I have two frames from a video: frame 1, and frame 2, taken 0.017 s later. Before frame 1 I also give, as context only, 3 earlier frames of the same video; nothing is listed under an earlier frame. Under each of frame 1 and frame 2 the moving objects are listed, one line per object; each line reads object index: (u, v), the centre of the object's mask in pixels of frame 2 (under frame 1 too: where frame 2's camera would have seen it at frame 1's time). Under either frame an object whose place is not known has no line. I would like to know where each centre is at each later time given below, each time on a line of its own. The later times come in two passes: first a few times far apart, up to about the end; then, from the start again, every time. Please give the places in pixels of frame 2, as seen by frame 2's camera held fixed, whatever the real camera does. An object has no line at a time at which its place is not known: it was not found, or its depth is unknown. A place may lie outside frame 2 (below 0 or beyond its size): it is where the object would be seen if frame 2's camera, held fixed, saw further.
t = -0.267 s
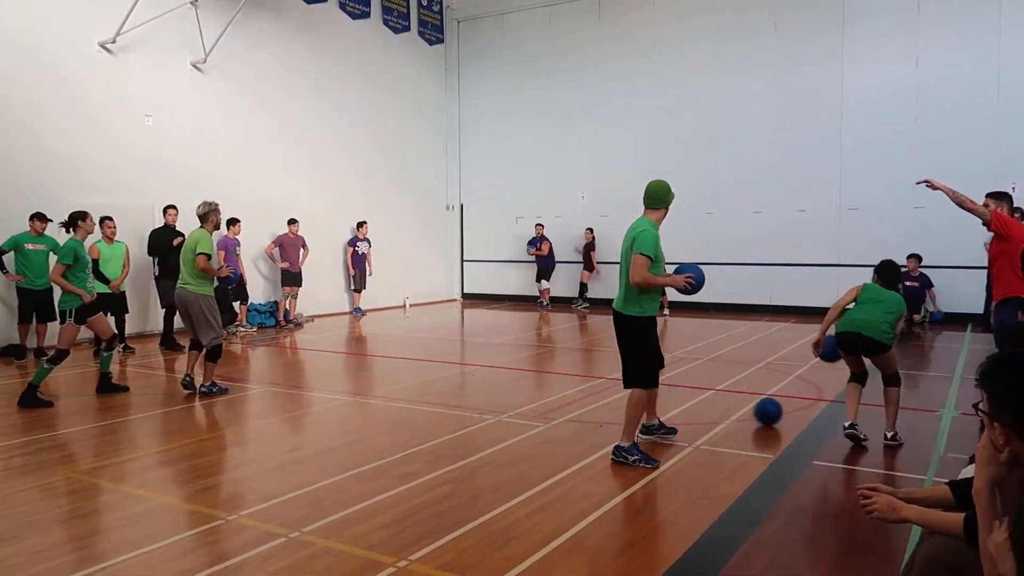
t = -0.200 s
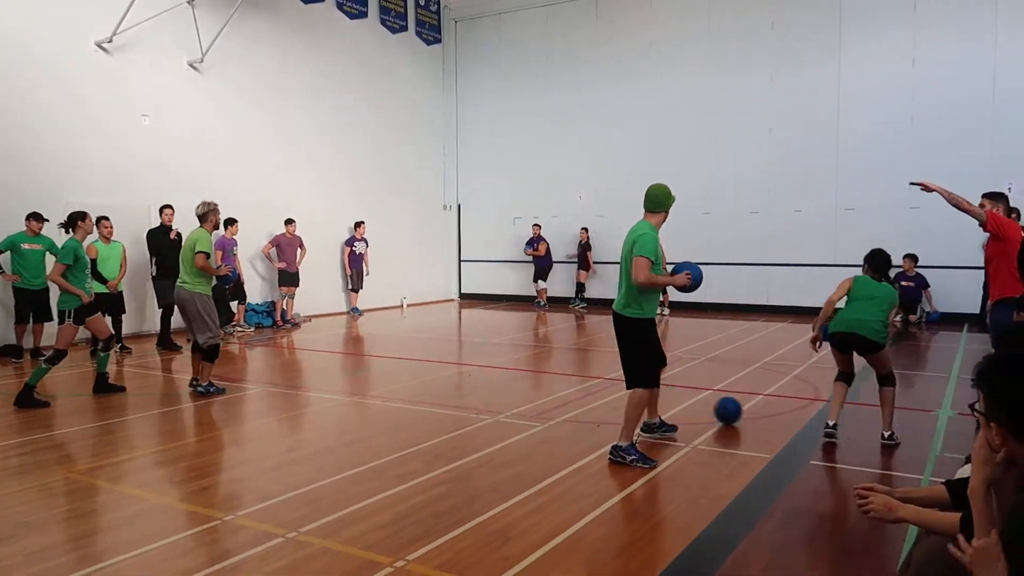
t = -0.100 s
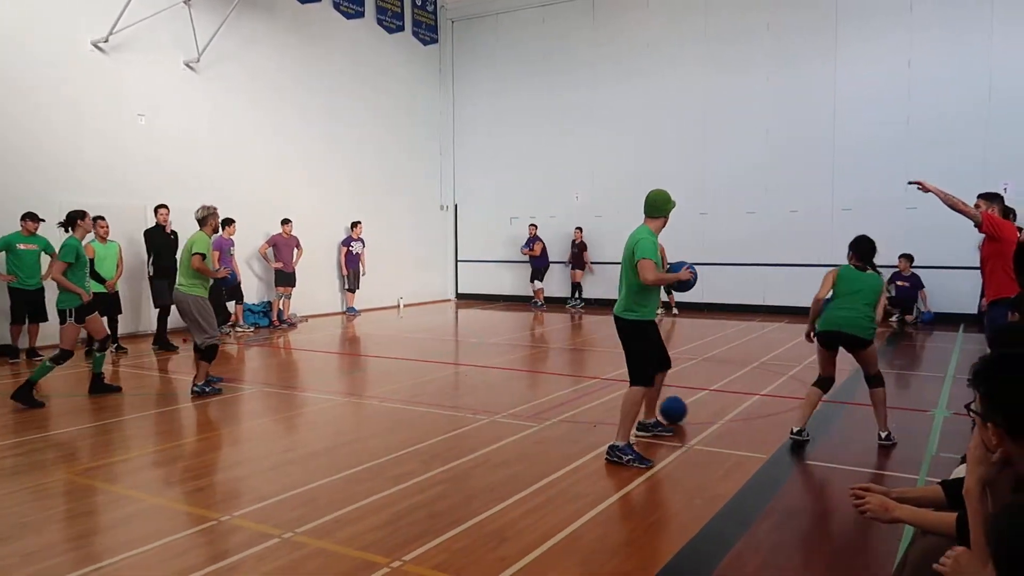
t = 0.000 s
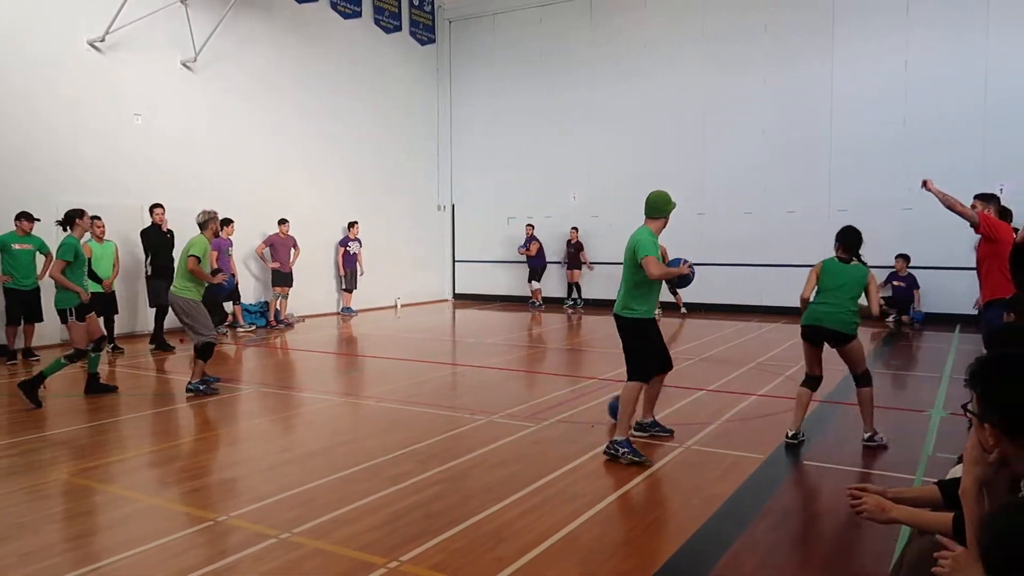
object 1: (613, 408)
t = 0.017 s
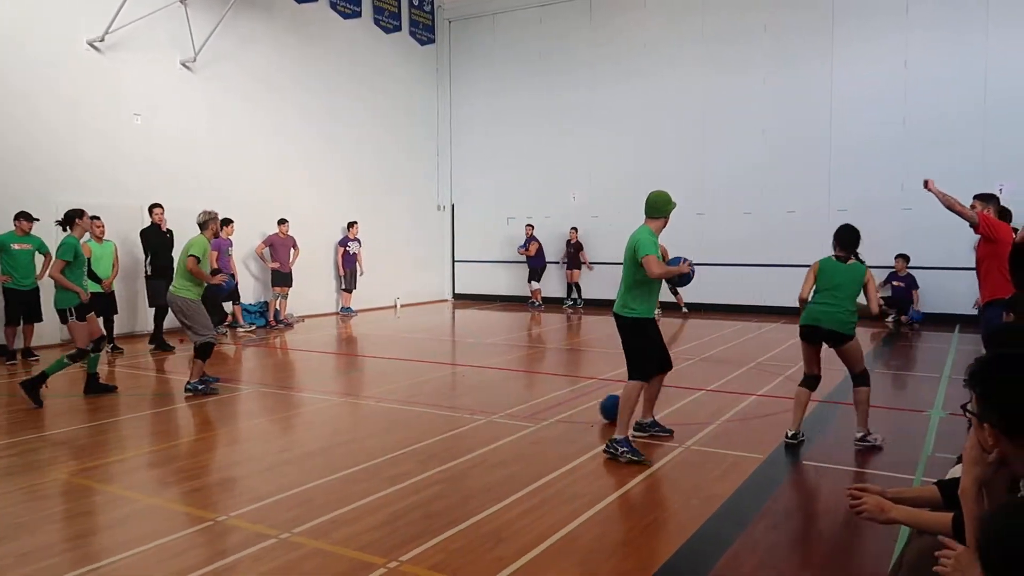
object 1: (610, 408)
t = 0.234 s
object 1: (512, 406)
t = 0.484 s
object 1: (401, 403)
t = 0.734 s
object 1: (298, 402)
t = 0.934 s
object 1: (221, 400)
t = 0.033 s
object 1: (605, 408)
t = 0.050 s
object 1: (597, 408)
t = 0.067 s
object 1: (589, 408)
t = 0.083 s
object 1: (581, 408)
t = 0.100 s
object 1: (574, 408)
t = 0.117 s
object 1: (565, 407)
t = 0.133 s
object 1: (558, 407)
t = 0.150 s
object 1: (550, 407)
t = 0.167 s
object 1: (542, 407)
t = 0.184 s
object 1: (534, 407)
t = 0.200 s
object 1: (527, 407)
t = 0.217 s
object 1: (519, 407)
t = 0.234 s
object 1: (512, 406)
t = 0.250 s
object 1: (504, 406)
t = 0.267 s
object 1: (496, 406)
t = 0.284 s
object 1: (489, 406)
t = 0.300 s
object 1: (482, 406)
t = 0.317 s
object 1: (474, 405)
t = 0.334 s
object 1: (467, 405)
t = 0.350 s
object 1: (460, 405)
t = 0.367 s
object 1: (452, 405)
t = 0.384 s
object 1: (445, 404)
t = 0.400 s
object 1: (438, 404)
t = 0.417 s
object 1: (430, 404)
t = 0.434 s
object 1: (423, 404)
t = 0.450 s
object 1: (416, 404)
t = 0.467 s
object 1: (408, 404)
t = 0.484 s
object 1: (401, 403)
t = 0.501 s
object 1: (394, 403)
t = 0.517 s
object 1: (387, 403)
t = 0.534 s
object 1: (380, 403)
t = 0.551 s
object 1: (373, 403)
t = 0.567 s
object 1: (366, 403)
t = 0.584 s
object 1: (359, 402)
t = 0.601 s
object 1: (352, 403)
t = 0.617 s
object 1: (345, 402)
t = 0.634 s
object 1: (339, 402)
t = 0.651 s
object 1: (332, 402)
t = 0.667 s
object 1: (325, 402)
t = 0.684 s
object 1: (318, 402)
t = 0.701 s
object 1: (311, 401)
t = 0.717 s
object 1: (305, 401)
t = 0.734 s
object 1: (298, 402)
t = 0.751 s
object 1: (291, 401)
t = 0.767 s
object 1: (284, 401)
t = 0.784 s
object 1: (278, 401)
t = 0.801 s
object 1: (272, 401)
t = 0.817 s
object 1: (265, 401)
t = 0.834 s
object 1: (259, 401)
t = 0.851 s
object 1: (252, 400)
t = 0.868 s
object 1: (246, 400)
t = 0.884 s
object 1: (239, 401)
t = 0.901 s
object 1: (233, 400)
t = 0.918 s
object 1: (227, 400)
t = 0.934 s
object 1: (221, 400)
